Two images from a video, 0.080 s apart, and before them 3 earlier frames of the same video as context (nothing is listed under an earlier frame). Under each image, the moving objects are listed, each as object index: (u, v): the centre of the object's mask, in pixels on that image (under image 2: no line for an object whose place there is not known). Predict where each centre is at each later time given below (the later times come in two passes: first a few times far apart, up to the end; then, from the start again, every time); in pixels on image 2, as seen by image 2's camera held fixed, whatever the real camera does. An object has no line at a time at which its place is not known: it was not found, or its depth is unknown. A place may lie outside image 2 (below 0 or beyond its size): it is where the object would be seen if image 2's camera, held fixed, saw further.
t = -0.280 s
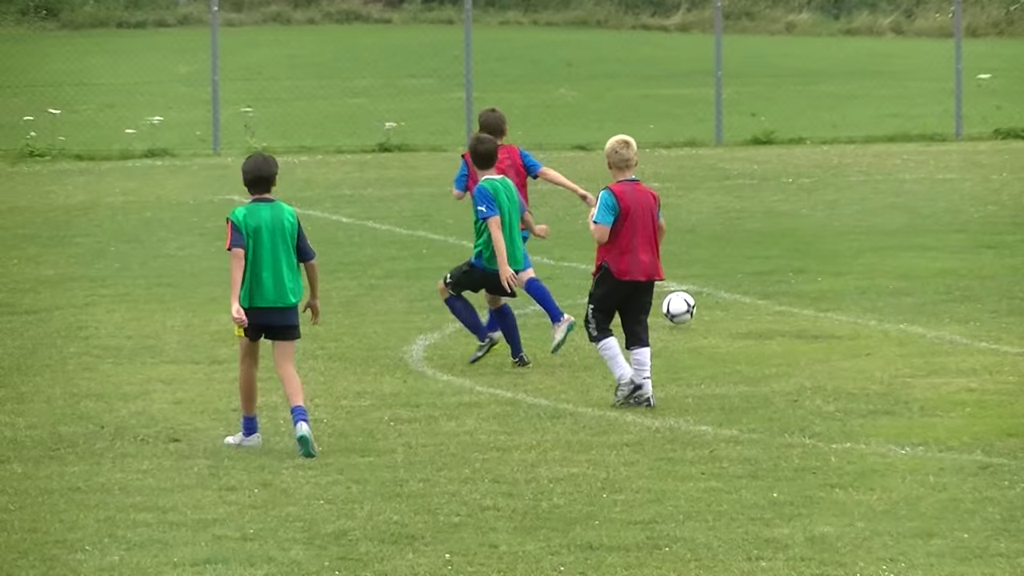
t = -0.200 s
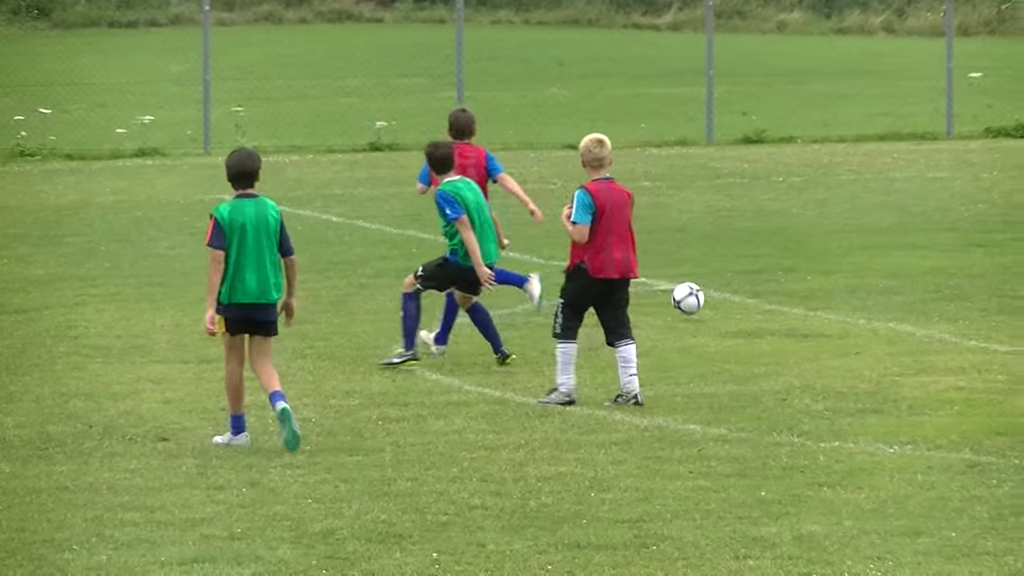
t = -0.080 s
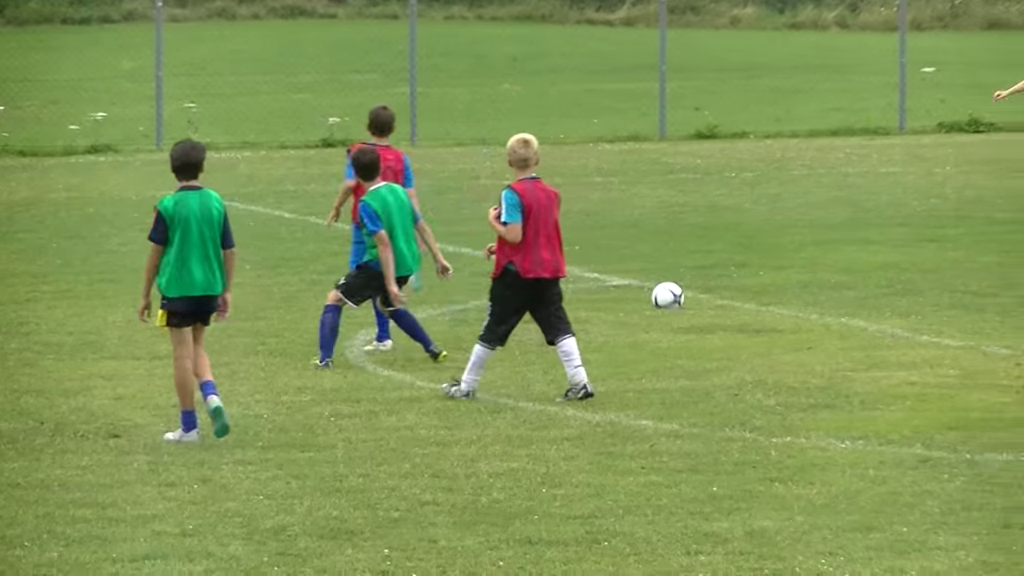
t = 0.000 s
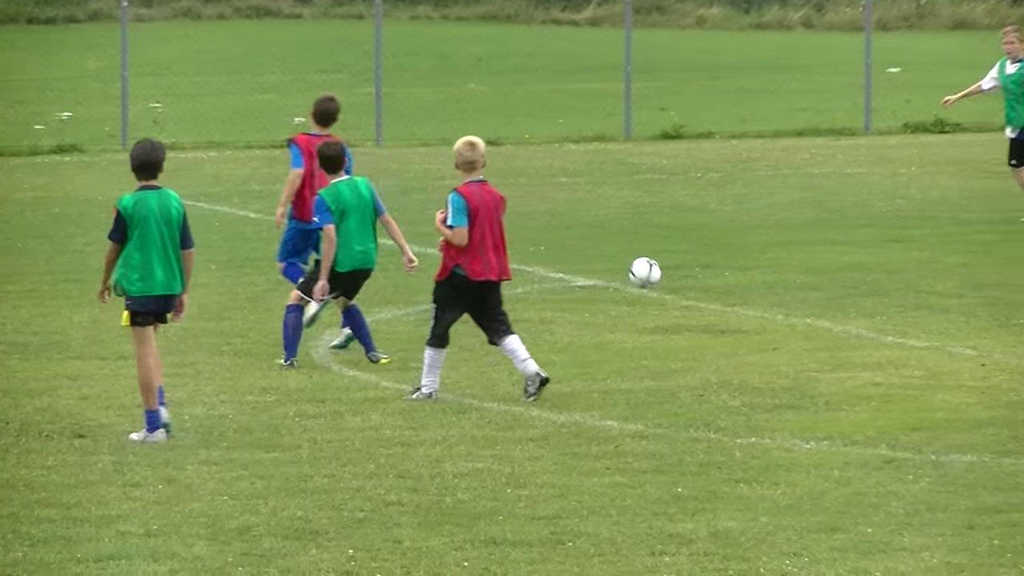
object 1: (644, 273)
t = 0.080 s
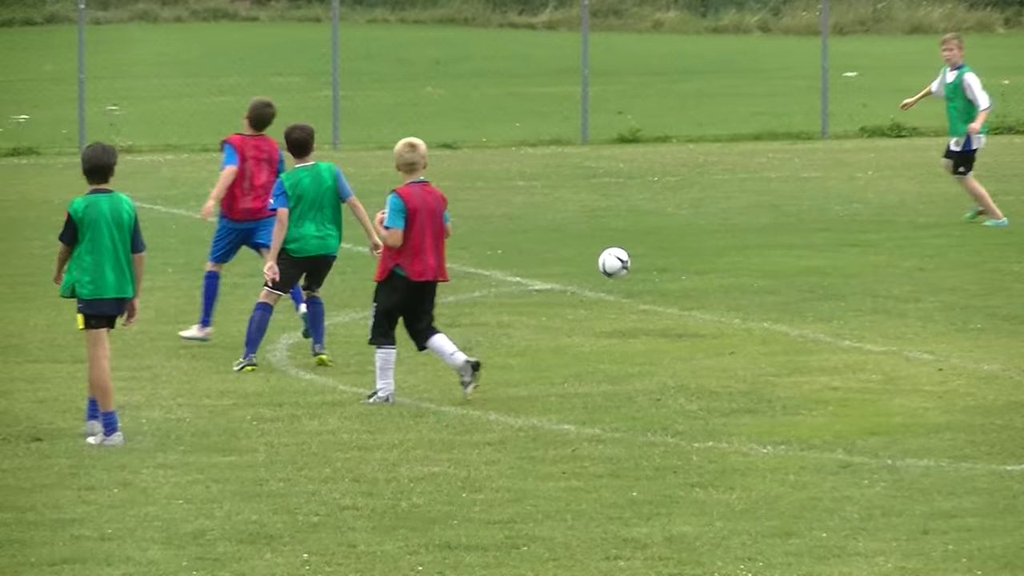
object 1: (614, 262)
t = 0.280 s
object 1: (642, 272)
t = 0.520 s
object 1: (668, 255)
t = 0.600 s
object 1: (677, 261)
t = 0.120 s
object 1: (619, 259)
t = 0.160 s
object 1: (625, 259)
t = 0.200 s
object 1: (630, 260)
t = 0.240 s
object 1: (636, 264)
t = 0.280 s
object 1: (642, 272)
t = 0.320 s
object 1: (647, 275)
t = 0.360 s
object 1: (652, 269)
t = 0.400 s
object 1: (656, 263)
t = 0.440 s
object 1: (660, 257)
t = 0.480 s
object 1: (665, 256)
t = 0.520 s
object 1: (668, 255)
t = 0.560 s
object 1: (673, 257)
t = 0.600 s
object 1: (677, 261)
